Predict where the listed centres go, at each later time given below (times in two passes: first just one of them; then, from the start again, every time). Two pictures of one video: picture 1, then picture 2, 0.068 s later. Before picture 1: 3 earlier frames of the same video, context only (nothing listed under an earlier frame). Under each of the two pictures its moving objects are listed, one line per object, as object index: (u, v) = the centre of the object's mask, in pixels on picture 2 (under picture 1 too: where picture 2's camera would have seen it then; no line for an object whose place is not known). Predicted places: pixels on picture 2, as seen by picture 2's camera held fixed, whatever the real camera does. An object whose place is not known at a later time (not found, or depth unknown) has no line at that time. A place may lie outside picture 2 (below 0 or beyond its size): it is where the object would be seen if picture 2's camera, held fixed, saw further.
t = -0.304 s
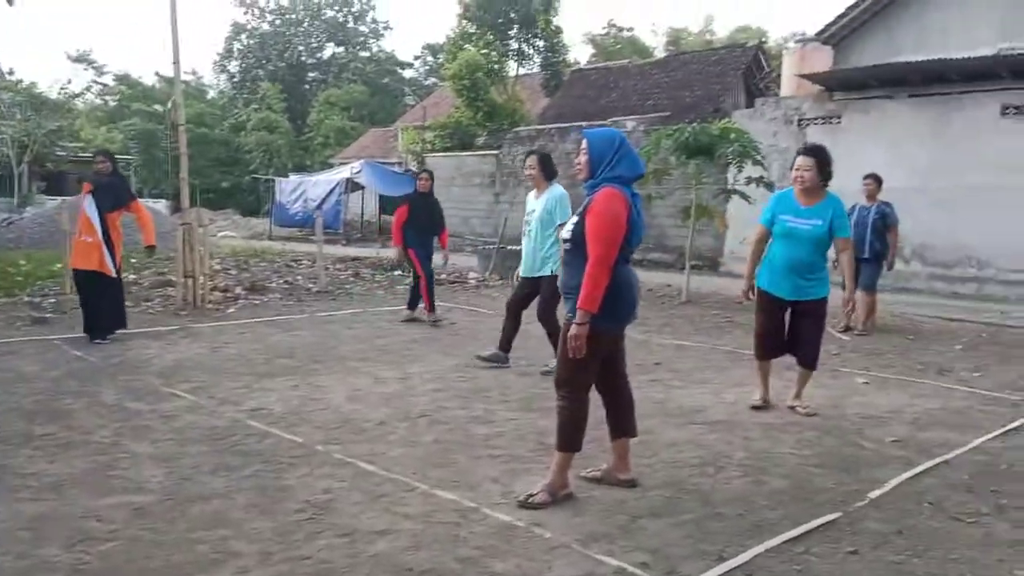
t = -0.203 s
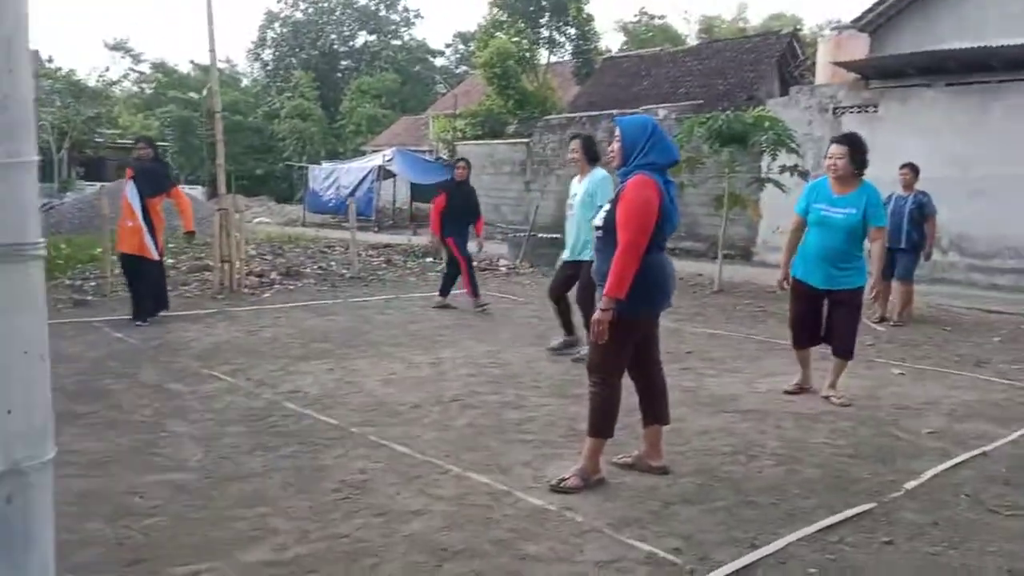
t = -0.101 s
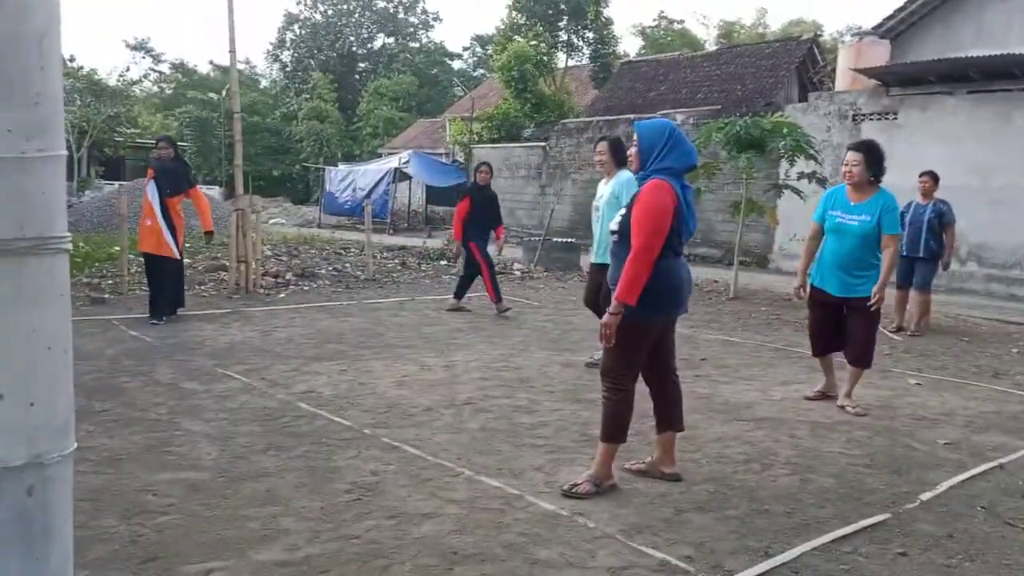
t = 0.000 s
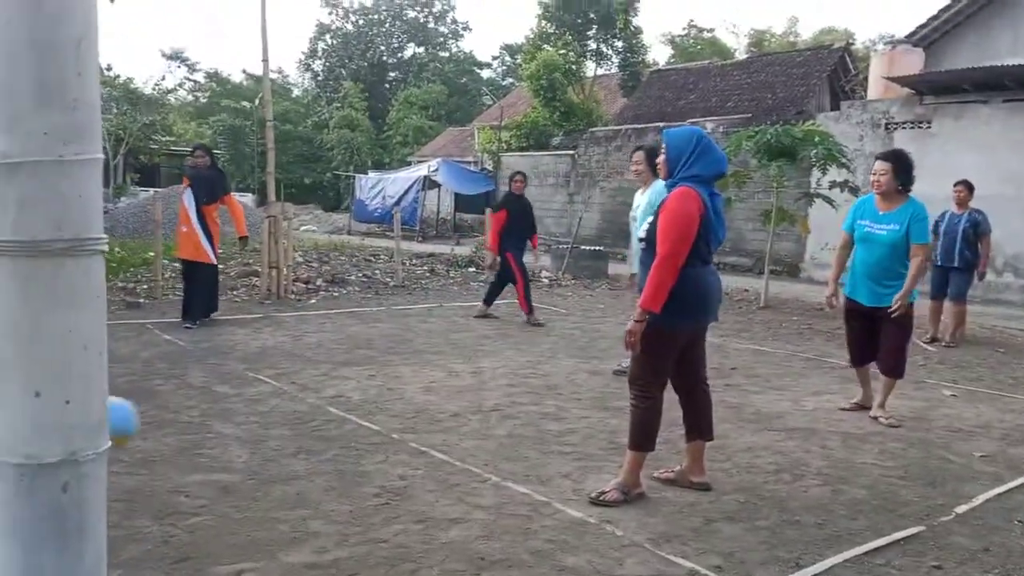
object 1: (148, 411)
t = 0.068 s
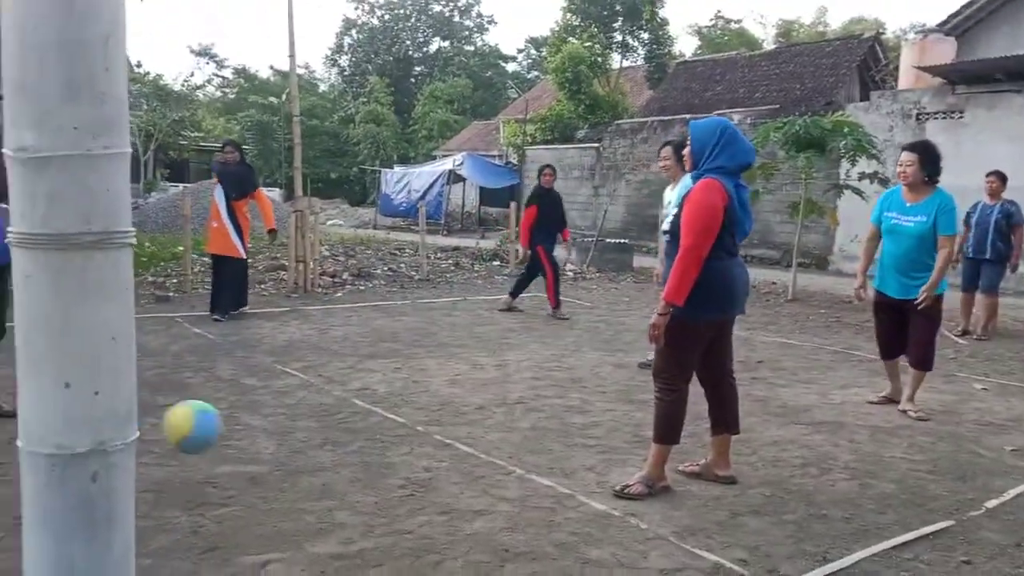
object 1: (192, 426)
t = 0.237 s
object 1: (303, 411)
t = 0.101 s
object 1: (217, 436)
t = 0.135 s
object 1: (240, 450)
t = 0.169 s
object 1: (260, 439)
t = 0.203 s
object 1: (282, 423)
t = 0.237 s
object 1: (303, 411)
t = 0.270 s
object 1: (322, 403)
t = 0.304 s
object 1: (341, 399)
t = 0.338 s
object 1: (358, 397)
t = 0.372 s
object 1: (375, 398)
